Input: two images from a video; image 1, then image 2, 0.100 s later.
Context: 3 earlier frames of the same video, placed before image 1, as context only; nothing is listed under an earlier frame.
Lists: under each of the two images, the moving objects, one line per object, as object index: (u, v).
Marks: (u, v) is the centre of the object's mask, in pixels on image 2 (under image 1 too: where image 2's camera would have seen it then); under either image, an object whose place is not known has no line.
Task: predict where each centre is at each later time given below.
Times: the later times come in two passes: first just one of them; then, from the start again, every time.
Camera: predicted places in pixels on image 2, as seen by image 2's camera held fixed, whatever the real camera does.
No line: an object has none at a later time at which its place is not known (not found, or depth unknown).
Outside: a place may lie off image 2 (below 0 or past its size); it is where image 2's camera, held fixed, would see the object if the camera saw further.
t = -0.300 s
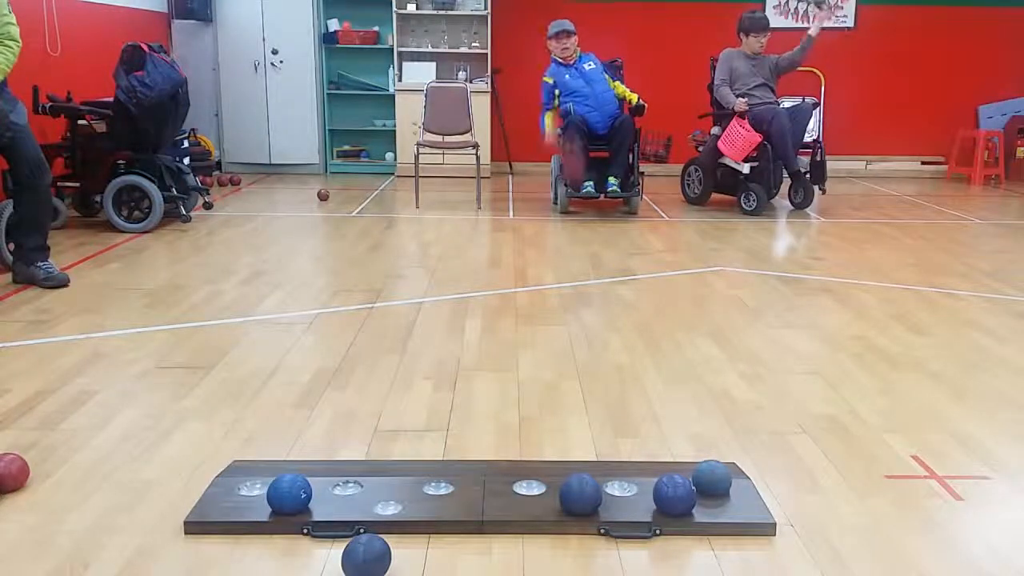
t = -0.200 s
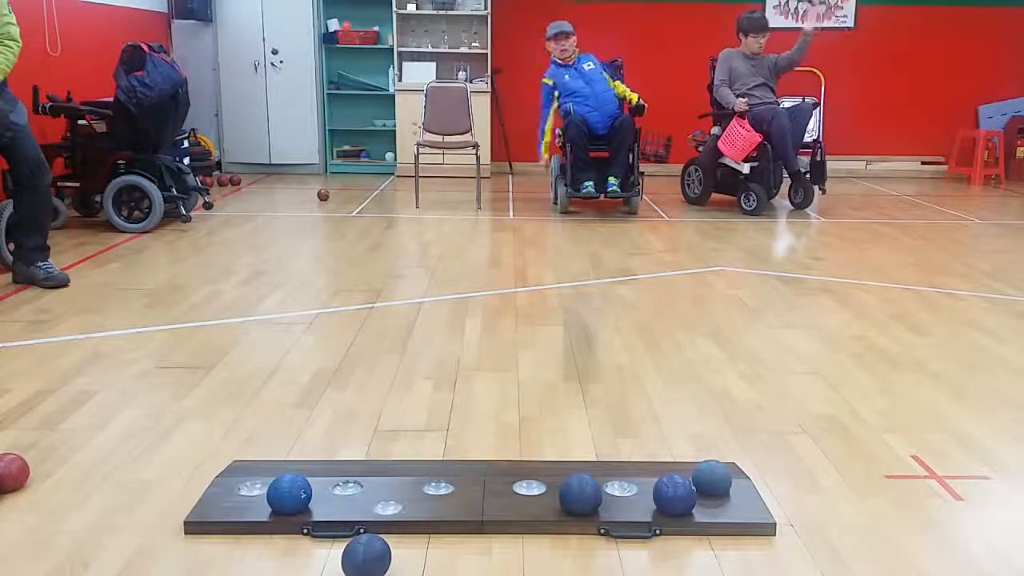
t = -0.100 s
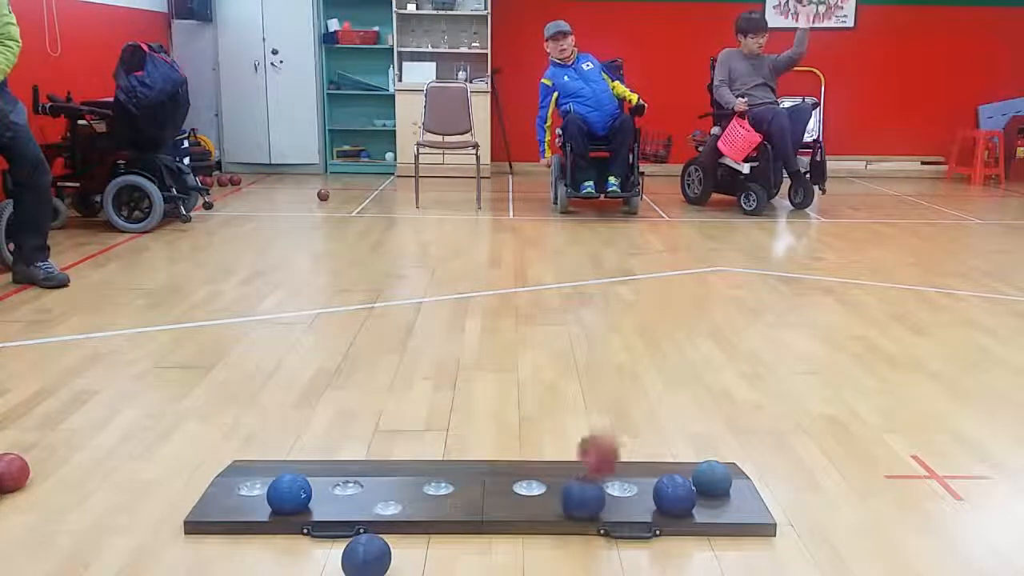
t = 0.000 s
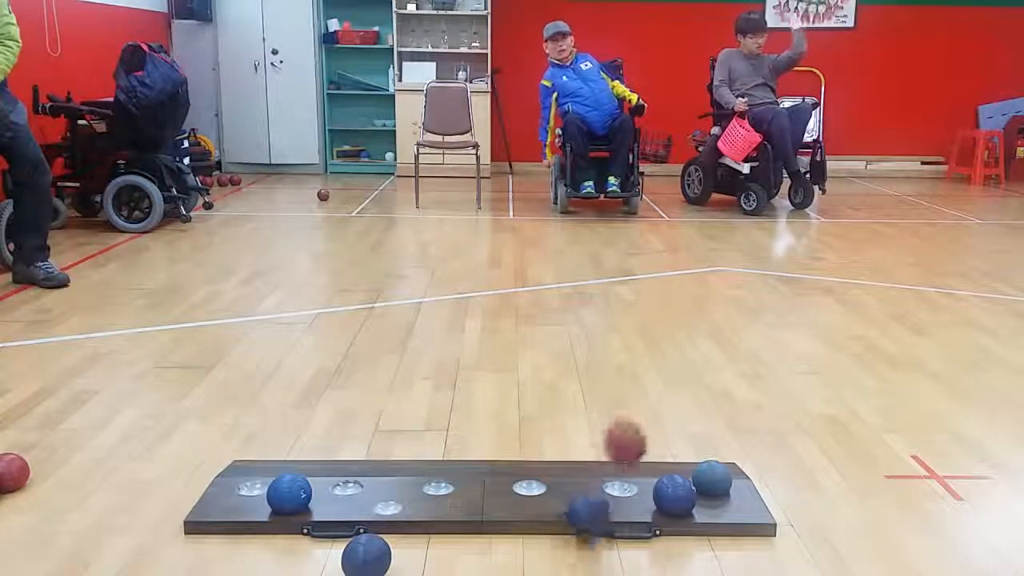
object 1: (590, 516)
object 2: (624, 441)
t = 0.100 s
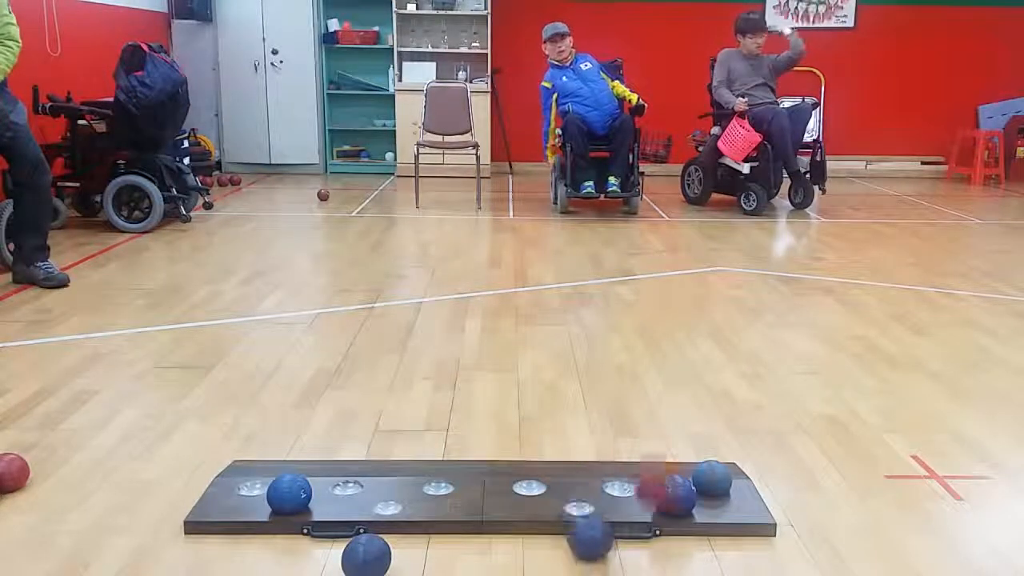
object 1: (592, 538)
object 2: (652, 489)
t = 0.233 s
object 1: (593, 544)
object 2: (689, 563)
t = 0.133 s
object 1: (591, 540)
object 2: (667, 507)
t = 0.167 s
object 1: (592, 542)
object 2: (673, 535)
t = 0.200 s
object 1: (592, 543)
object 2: (685, 564)
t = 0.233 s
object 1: (593, 544)
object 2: (689, 563)
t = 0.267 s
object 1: (593, 544)
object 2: (694, 564)
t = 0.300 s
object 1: (593, 544)
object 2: (701, 567)
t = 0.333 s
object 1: (593, 544)
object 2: (706, 568)
